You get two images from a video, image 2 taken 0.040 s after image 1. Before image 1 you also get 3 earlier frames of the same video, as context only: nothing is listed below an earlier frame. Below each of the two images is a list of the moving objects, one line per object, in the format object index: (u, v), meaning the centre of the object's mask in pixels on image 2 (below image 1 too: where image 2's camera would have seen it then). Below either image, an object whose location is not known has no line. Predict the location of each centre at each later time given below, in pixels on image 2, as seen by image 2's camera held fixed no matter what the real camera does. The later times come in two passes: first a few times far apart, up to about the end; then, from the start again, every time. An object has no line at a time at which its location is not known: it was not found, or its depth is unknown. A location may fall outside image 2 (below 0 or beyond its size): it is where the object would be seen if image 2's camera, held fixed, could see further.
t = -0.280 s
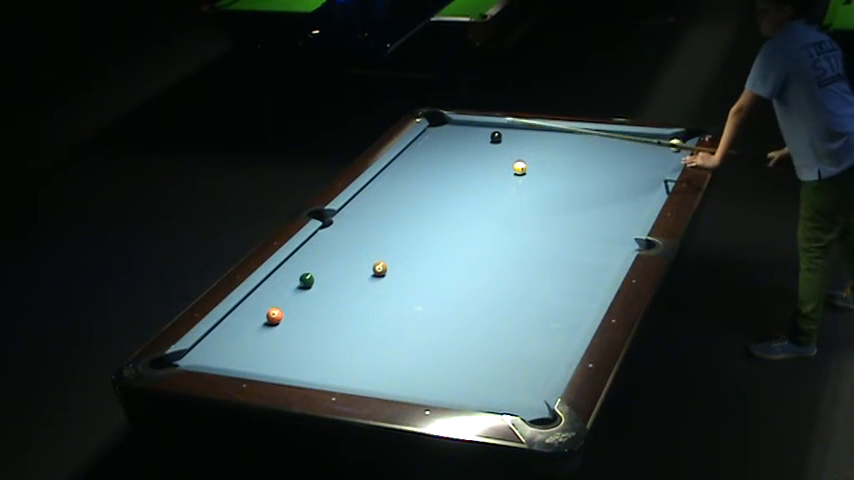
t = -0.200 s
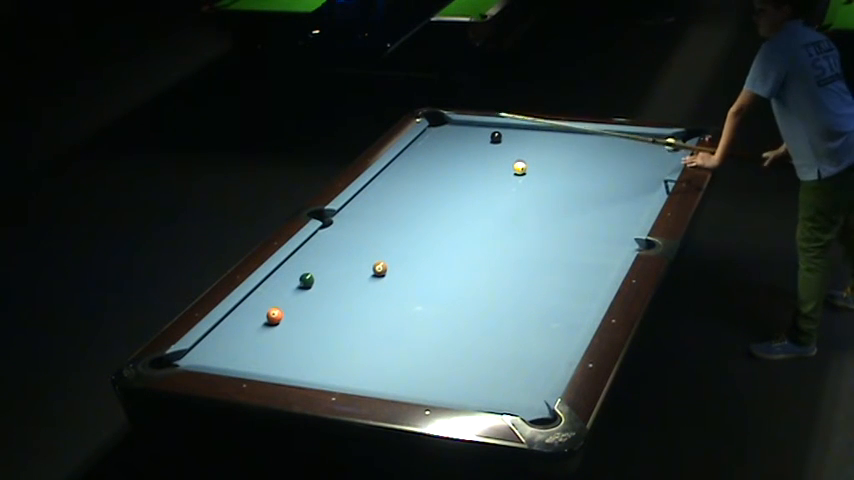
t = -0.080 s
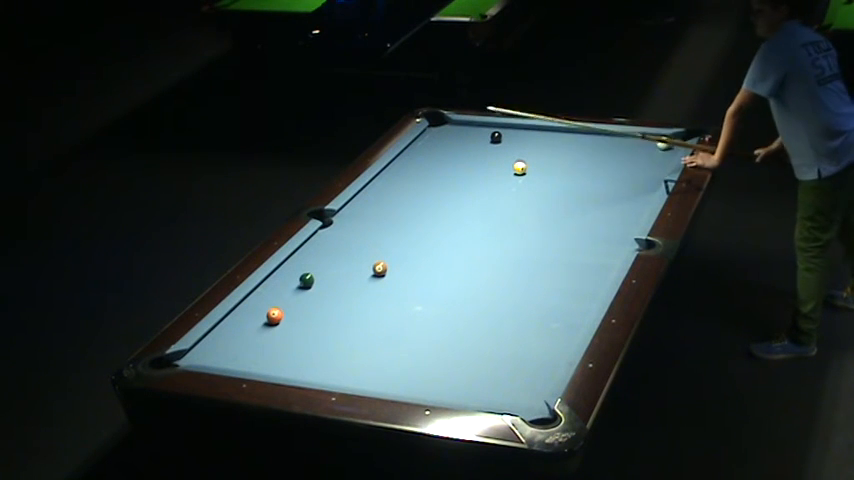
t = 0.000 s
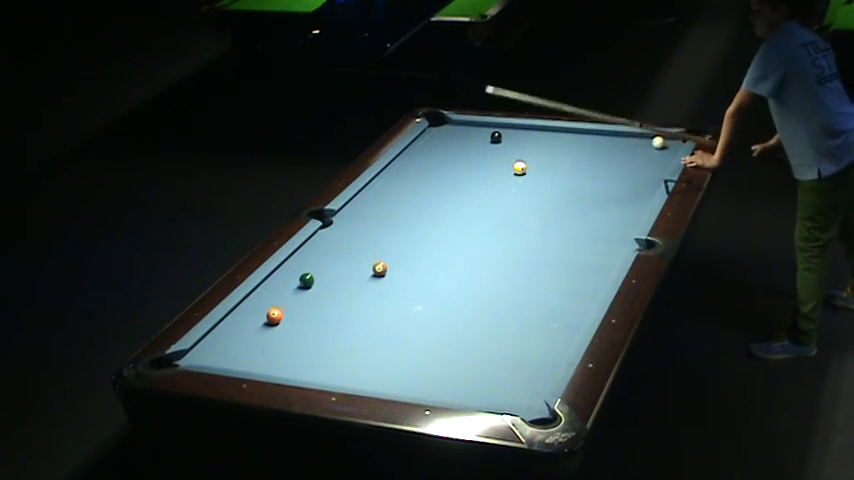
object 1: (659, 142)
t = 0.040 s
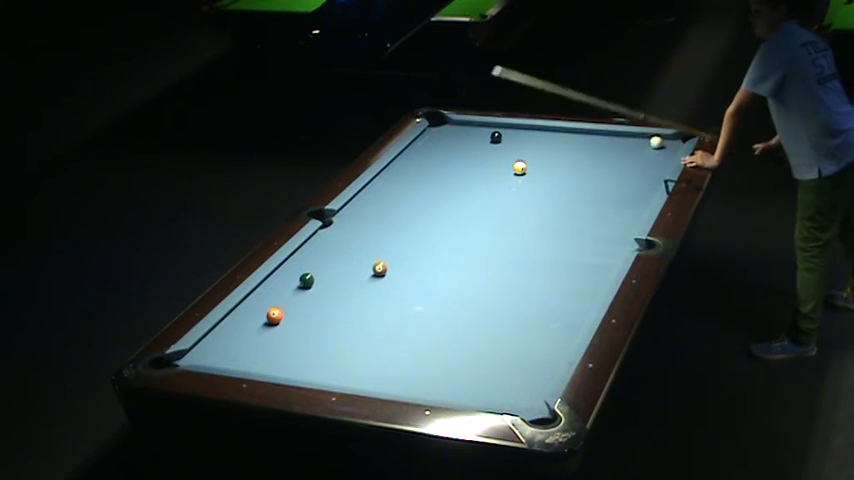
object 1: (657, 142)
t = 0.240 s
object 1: (645, 140)
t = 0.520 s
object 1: (631, 138)
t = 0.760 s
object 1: (620, 137)
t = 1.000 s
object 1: (610, 135)
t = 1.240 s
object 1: (601, 134)
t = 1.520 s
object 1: (591, 133)
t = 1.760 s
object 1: (583, 132)
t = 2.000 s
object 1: (576, 131)
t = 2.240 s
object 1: (571, 130)
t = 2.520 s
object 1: (565, 130)
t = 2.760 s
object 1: (562, 130)
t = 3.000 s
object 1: (559, 129)
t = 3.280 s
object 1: (557, 129)
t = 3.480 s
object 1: (557, 129)
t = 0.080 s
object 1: (654, 141)
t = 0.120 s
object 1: (652, 141)
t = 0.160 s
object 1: (649, 141)
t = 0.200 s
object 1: (648, 140)
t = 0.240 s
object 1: (645, 140)
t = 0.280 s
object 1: (643, 140)
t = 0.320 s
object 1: (641, 139)
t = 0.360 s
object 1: (640, 139)
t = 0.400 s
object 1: (637, 139)
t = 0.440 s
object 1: (635, 139)
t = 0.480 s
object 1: (633, 138)
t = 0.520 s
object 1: (631, 138)
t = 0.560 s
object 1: (629, 138)
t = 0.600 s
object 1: (627, 138)
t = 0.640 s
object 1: (625, 138)
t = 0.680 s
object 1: (623, 137)
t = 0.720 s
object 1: (621, 137)
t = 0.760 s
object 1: (620, 137)
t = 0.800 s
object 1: (618, 136)
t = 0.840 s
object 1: (616, 136)
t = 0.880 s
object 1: (615, 136)
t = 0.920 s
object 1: (613, 136)
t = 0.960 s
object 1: (611, 136)
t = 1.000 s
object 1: (610, 135)
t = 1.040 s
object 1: (608, 135)
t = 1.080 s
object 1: (607, 135)
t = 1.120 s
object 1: (605, 135)
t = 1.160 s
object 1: (604, 135)
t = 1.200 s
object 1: (602, 134)
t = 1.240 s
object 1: (601, 134)
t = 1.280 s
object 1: (599, 134)
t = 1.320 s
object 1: (598, 134)
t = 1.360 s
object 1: (596, 134)
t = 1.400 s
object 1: (595, 133)
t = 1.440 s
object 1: (594, 133)
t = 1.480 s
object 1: (592, 133)
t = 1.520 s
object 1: (591, 133)
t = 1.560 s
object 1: (589, 133)
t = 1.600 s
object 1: (588, 133)
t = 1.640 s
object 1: (587, 133)
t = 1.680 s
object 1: (585, 132)
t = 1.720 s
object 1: (584, 132)
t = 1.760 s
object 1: (583, 132)
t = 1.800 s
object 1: (582, 132)
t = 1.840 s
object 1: (581, 132)
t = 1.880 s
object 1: (580, 131)
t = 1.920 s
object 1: (579, 131)
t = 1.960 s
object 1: (578, 131)
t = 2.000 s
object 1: (576, 131)
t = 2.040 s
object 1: (576, 131)
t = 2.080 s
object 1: (575, 131)
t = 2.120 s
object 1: (574, 131)
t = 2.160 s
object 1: (573, 131)
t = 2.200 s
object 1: (572, 131)
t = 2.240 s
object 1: (571, 130)
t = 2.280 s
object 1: (570, 130)
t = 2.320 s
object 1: (569, 130)
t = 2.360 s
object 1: (569, 130)
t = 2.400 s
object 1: (568, 130)
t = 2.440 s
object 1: (567, 130)
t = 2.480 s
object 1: (566, 130)
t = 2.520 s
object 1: (565, 130)
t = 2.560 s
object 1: (565, 130)
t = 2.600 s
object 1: (564, 130)
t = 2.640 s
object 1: (563, 130)
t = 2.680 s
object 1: (563, 130)
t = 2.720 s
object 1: (562, 130)
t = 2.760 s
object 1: (562, 130)
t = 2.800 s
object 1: (561, 130)
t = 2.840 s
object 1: (561, 130)
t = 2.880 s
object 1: (560, 130)
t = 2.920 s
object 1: (560, 129)
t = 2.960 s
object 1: (559, 129)
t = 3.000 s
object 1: (559, 129)
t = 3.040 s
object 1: (559, 129)
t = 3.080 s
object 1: (559, 129)
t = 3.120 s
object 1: (558, 129)
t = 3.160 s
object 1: (558, 129)
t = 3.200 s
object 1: (558, 129)
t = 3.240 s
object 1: (558, 129)
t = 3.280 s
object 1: (557, 129)
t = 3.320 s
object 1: (557, 129)
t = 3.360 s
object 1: (557, 129)
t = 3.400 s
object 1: (557, 129)
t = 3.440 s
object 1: (557, 129)
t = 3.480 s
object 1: (557, 129)
